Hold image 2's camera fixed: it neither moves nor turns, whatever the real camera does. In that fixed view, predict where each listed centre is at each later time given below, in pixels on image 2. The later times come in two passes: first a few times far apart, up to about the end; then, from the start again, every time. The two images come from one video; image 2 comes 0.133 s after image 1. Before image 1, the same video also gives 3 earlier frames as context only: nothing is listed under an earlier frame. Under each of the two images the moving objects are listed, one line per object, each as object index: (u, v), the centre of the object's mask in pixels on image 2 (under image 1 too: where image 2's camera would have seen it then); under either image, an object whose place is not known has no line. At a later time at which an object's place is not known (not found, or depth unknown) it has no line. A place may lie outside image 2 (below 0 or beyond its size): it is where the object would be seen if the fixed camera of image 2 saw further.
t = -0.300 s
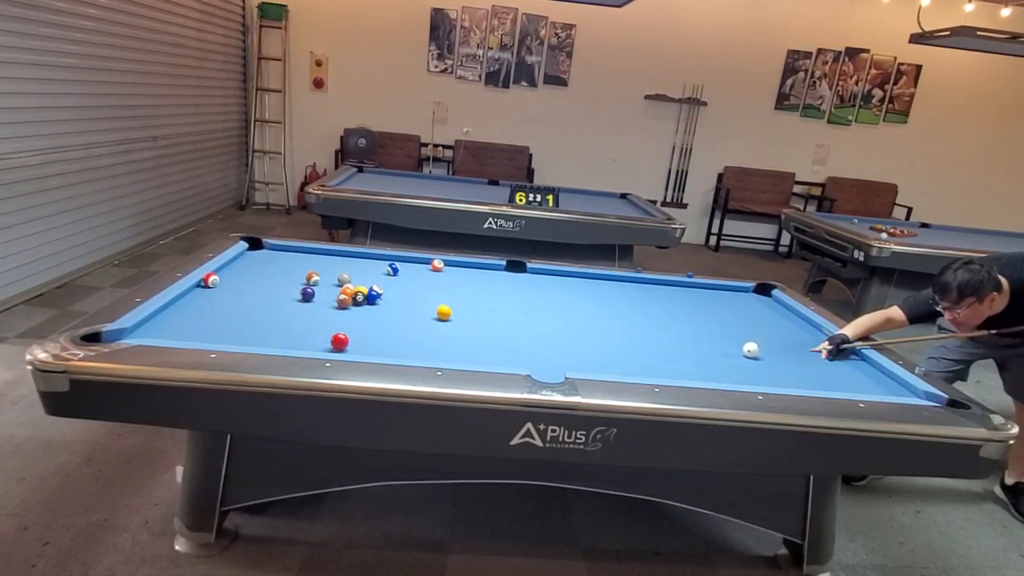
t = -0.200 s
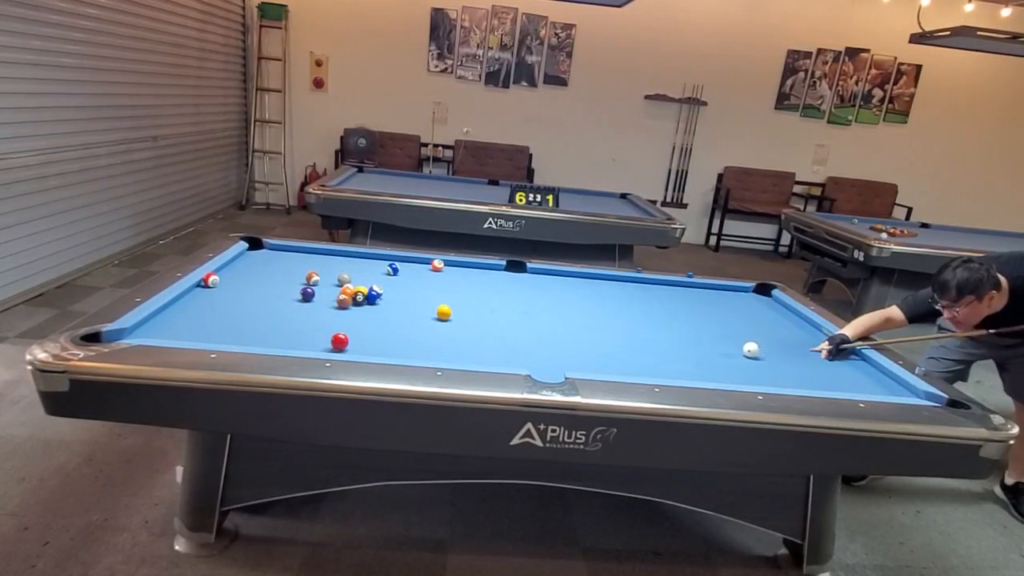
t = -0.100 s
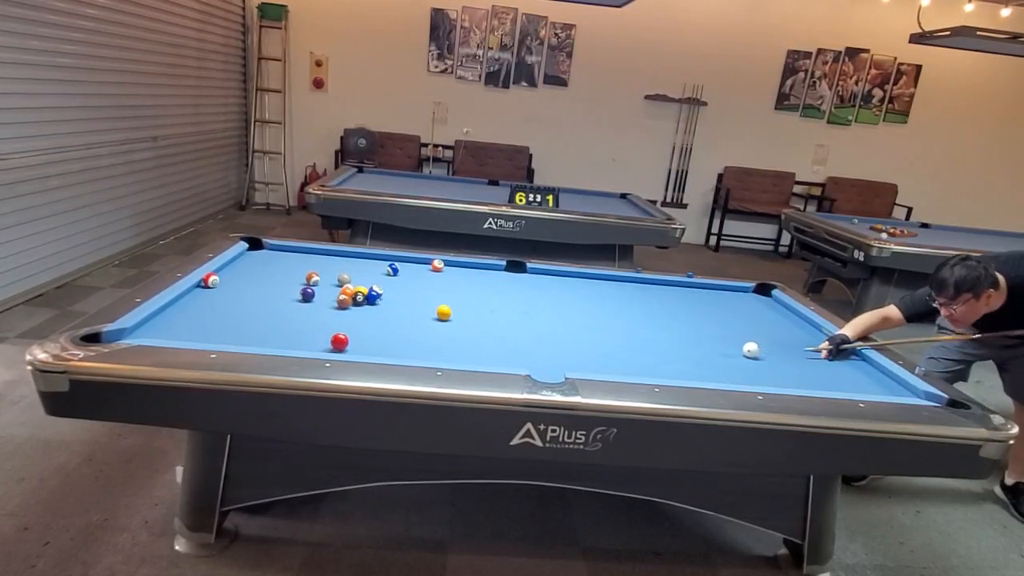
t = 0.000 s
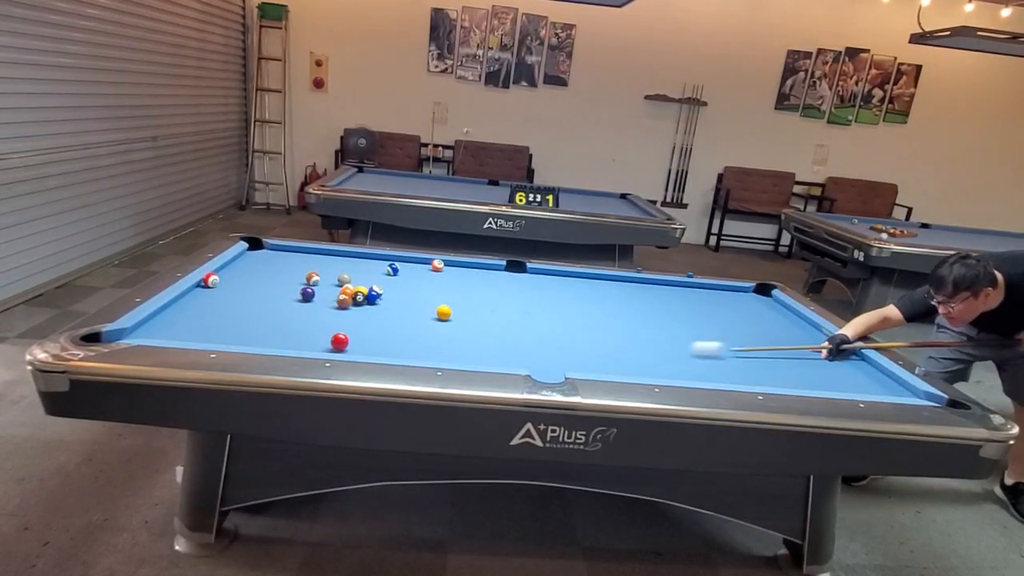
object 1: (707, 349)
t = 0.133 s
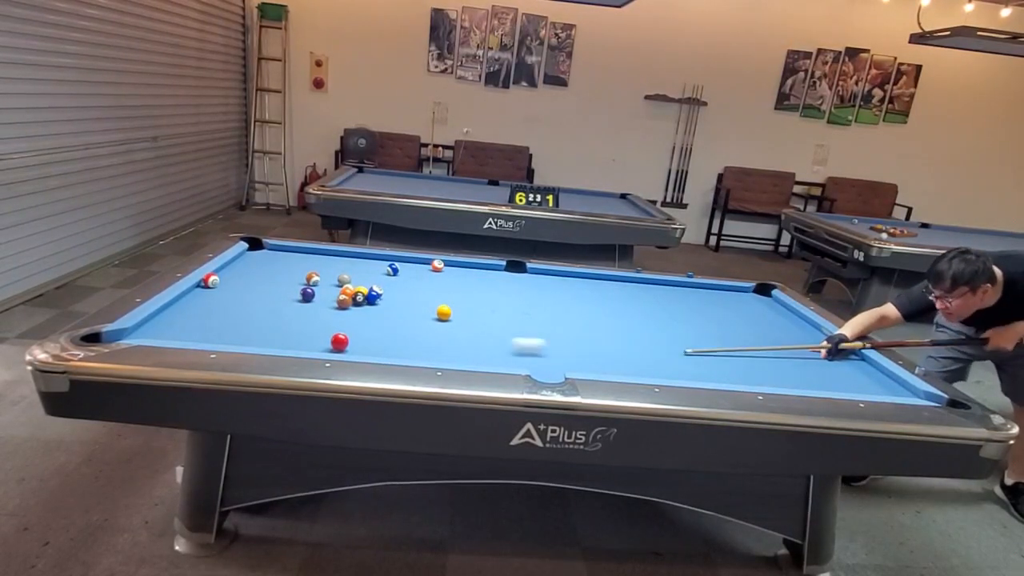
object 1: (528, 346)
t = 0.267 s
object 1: (356, 342)
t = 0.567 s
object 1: (336, 343)
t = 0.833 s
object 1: (319, 343)
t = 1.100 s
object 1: (304, 343)
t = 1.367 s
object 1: (291, 343)
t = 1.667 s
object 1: (278, 343)
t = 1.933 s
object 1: (268, 343)
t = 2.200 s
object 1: (262, 343)
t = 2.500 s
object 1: (258, 342)
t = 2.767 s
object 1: (257, 342)
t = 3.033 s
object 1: (256, 342)
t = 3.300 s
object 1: (257, 342)
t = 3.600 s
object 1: (257, 342)
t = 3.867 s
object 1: (257, 342)
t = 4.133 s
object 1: (257, 342)
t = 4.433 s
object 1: (257, 342)
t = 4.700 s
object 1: (257, 342)
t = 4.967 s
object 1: (257, 342)
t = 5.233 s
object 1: (257, 342)
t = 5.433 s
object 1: (257, 342)
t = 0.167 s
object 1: (482, 345)
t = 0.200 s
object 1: (434, 345)
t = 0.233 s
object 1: (387, 342)
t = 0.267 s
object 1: (356, 342)
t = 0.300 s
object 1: (354, 343)
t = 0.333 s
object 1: (352, 343)
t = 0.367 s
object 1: (350, 343)
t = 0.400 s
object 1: (347, 343)
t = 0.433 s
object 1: (345, 343)
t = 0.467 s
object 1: (343, 343)
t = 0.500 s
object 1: (341, 343)
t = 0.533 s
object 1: (338, 343)
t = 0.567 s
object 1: (336, 343)
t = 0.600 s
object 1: (334, 343)
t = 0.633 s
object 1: (332, 343)
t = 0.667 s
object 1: (330, 343)
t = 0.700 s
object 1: (328, 343)
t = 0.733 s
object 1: (325, 343)
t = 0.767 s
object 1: (323, 343)
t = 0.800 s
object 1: (322, 343)
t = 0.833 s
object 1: (319, 343)
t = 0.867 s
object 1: (318, 343)
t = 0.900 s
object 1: (315, 343)
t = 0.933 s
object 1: (313, 343)
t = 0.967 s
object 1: (311, 343)
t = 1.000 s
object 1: (309, 343)
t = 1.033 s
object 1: (308, 343)
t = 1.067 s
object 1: (306, 343)
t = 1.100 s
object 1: (304, 343)
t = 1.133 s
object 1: (303, 343)
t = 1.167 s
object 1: (301, 343)
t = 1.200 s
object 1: (299, 343)
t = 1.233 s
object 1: (297, 343)
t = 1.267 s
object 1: (296, 343)
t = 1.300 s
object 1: (294, 343)
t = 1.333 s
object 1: (293, 343)
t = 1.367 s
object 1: (291, 343)
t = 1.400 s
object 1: (290, 343)
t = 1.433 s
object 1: (288, 343)
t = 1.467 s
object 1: (287, 343)
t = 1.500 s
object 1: (285, 343)
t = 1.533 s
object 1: (284, 343)
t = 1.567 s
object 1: (282, 343)
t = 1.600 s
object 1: (281, 343)
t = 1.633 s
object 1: (279, 343)
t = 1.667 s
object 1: (278, 343)
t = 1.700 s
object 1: (277, 343)
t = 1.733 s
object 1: (276, 343)
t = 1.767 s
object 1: (274, 343)
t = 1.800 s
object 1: (273, 343)
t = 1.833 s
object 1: (272, 343)
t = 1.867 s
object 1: (271, 343)
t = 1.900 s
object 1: (270, 343)
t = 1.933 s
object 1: (268, 343)
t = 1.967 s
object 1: (267, 343)
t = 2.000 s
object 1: (266, 343)
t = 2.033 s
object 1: (265, 343)
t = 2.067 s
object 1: (264, 343)
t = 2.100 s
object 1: (263, 343)
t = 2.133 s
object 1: (262, 343)
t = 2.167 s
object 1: (262, 343)
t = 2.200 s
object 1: (262, 343)
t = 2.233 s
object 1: (261, 343)
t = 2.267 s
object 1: (261, 343)
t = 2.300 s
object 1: (260, 343)
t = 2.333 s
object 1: (260, 343)
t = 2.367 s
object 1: (260, 343)
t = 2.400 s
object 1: (259, 342)
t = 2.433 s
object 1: (259, 342)
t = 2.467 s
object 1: (258, 342)
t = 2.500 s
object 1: (258, 342)
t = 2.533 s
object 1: (258, 342)
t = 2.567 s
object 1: (258, 342)
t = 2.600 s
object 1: (258, 342)
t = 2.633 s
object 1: (257, 342)
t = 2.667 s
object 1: (257, 342)
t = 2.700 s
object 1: (257, 342)
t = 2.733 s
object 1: (257, 342)
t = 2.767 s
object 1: (257, 342)
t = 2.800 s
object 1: (257, 342)
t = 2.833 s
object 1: (256, 342)
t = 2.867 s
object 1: (256, 342)
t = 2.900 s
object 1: (256, 342)
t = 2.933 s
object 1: (257, 342)
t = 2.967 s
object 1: (257, 342)
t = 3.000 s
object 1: (257, 342)
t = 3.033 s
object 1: (256, 342)
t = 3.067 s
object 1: (257, 342)
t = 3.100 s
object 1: (257, 342)
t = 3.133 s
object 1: (257, 342)
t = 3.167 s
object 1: (257, 342)
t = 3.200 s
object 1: (257, 342)
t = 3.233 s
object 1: (257, 342)
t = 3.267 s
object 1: (257, 342)
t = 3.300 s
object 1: (257, 342)
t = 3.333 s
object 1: (257, 342)
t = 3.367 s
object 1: (257, 342)
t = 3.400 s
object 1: (257, 342)
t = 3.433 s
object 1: (257, 342)
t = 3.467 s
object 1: (257, 342)
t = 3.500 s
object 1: (257, 342)
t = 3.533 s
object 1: (257, 342)
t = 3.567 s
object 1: (257, 342)
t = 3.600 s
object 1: (257, 342)
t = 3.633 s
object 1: (257, 342)
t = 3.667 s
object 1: (257, 342)
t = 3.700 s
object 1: (257, 342)
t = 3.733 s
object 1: (257, 342)
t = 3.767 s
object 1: (257, 342)
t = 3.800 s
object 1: (257, 342)
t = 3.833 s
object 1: (257, 342)
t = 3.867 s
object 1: (257, 342)
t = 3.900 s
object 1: (257, 342)
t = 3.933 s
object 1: (257, 342)
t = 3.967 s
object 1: (257, 342)
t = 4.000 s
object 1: (257, 342)
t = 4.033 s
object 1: (257, 342)
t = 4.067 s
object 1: (257, 342)
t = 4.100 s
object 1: (257, 342)
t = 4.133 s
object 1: (257, 342)
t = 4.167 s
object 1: (257, 342)
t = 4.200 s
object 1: (257, 342)
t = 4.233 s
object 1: (257, 342)
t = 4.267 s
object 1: (257, 342)
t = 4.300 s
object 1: (257, 342)
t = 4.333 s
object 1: (257, 342)
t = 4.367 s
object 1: (257, 342)
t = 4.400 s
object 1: (257, 342)
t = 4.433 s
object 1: (257, 342)
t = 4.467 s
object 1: (257, 342)
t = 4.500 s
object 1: (257, 342)
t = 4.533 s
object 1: (257, 342)
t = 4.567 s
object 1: (257, 342)
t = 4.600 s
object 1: (257, 342)
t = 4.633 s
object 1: (257, 342)
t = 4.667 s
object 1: (257, 342)
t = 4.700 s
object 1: (257, 342)
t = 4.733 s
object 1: (257, 342)
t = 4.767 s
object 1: (257, 342)
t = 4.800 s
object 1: (257, 342)
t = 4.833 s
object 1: (257, 342)
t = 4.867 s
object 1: (257, 342)
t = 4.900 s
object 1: (257, 342)
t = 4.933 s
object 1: (257, 342)
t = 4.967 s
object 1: (257, 342)
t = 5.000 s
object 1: (257, 342)
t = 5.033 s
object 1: (257, 342)
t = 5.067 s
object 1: (257, 342)
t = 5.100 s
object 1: (257, 342)
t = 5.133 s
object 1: (257, 342)
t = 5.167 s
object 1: (257, 342)
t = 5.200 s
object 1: (257, 342)
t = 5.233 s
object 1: (257, 342)
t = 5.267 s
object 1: (257, 342)
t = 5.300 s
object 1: (257, 342)
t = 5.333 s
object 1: (257, 342)
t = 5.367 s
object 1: (257, 342)
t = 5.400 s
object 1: (257, 342)
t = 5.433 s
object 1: (257, 342)
